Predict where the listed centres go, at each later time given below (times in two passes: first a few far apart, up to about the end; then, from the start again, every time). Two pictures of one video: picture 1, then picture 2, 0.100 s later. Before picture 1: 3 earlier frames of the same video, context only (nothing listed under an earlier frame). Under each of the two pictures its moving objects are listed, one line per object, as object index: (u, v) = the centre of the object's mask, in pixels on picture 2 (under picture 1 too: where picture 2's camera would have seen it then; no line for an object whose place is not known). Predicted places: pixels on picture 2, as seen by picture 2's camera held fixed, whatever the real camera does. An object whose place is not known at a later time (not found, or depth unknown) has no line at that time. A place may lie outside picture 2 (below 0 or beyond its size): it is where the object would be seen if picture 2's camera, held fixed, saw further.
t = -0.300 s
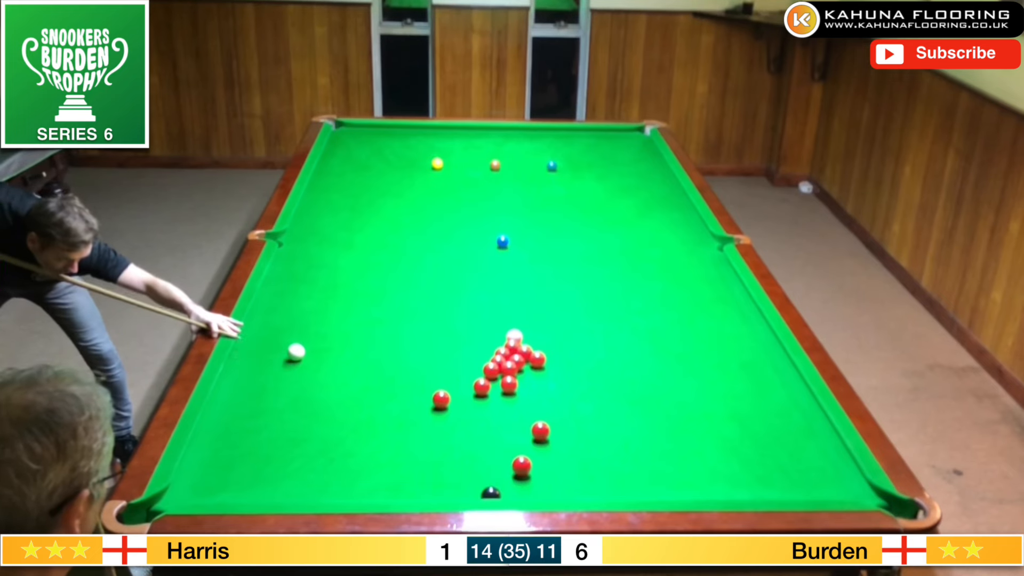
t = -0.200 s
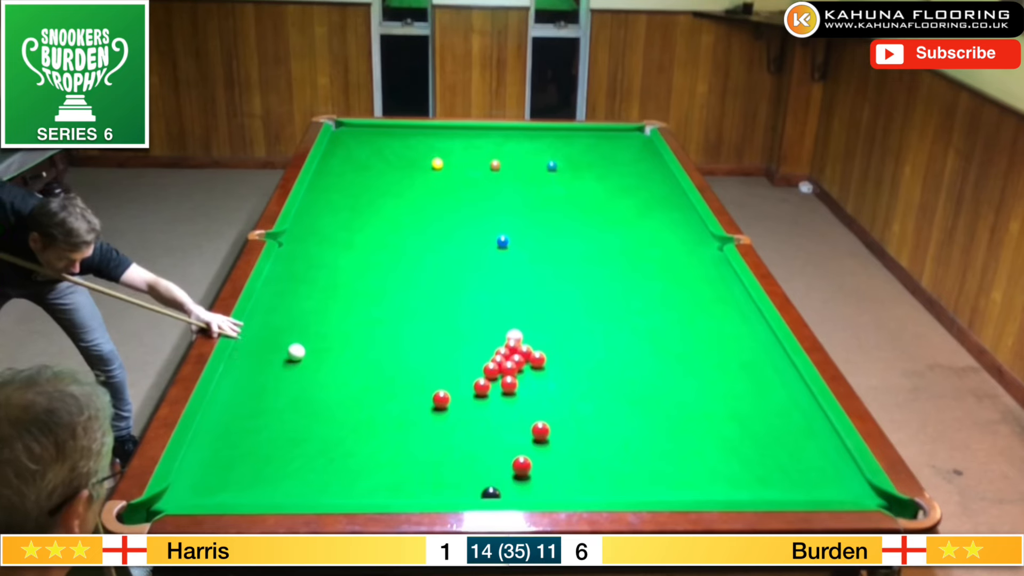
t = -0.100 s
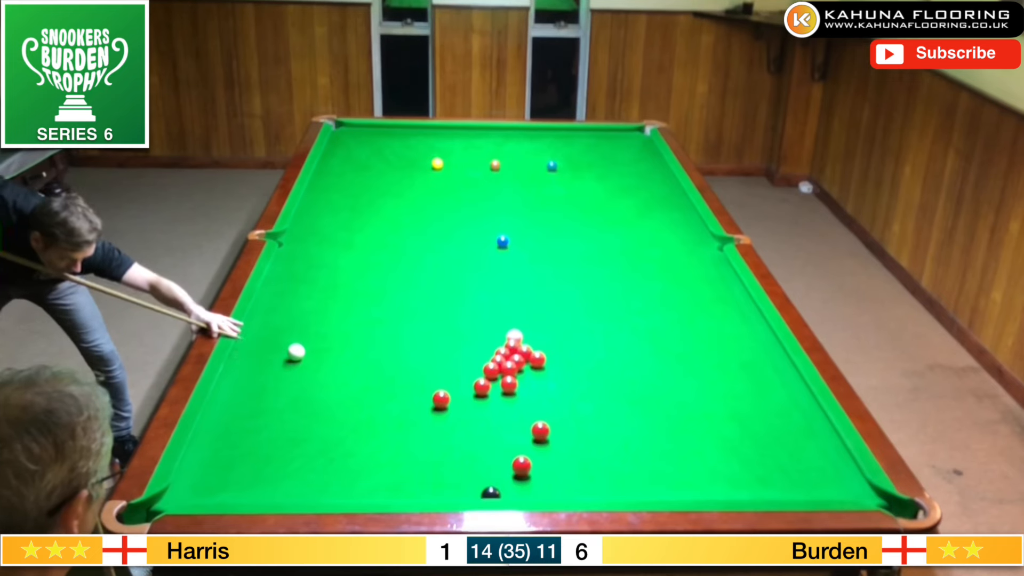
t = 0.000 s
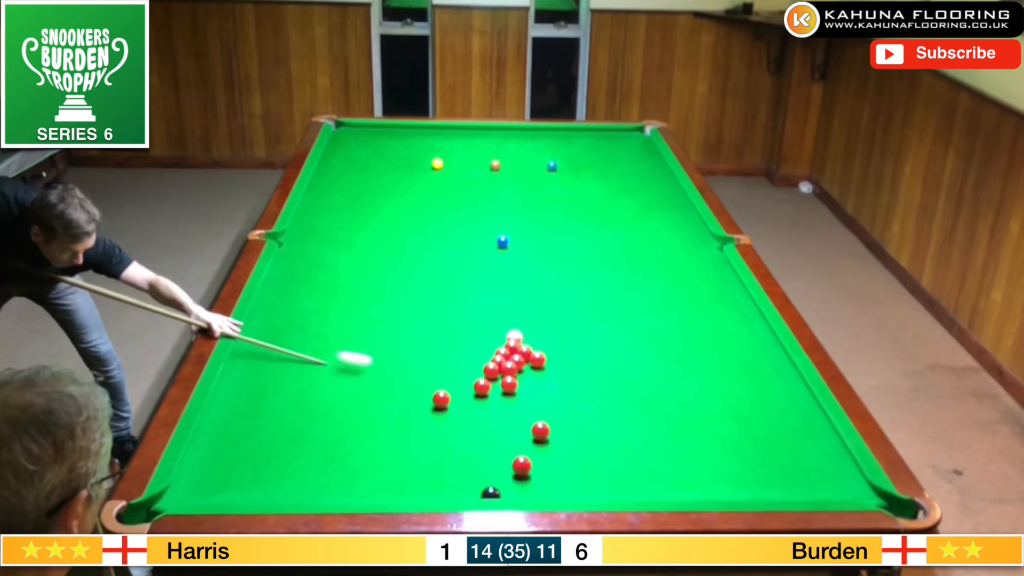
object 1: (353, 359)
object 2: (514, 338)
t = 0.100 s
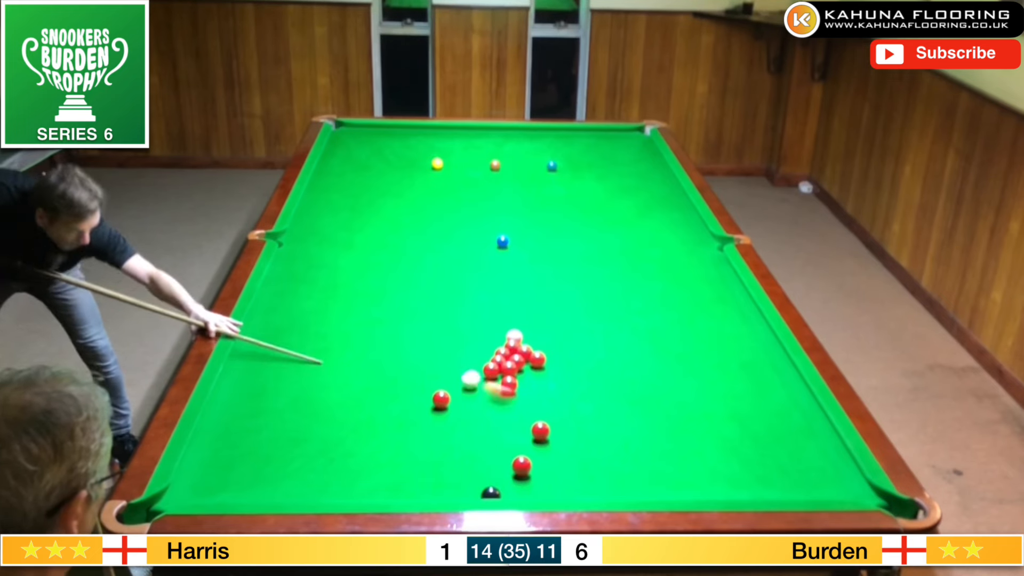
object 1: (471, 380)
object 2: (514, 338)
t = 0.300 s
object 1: (461, 369)
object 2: (514, 332)
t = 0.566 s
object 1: (406, 353)
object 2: (514, 326)
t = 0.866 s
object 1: (347, 337)
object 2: (514, 319)
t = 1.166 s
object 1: (293, 322)
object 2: (513, 313)
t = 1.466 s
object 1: (269, 309)
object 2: (513, 309)
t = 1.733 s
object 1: (298, 302)
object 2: (513, 307)
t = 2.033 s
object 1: (327, 294)
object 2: (513, 305)
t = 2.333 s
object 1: (352, 288)
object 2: (514, 305)
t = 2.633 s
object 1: (374, 283)
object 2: (514, 305)
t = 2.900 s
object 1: (391, 279)
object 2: (514, 305)
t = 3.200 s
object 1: (408, 275)
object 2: (514, 305)
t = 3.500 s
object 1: (421, 272)
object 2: (514, 305)
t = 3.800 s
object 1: (432, 269)
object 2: (514, 305)
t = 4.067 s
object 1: (440, 268)
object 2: (514, 305)
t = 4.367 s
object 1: (447, 267)
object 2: (514, 305)
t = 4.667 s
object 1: (452, 266)
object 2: (514, 305)
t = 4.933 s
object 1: (454, 266)
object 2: (514, 305)
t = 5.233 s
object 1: (455, 266)
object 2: (514, 305)
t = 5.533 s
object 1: (455, 266)
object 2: (514, 305)
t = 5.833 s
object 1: (455, 265)
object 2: (514, 305)
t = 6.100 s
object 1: (455, 266)
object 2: (514, 305)
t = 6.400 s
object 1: (455, 265)
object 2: (514, 305)
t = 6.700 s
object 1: (455, 265)
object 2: (514, 305)
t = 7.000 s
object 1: (455, 265)
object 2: (514, 305)
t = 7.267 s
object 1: (455, 265)
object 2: (514, 305)
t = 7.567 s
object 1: (455, 266)
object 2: (514, 305)
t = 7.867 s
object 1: (455, 266)
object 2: (514, 305)
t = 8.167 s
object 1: (455, 266)
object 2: (514, 305)
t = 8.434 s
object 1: (455, 265)
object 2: (514, 305)
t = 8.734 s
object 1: (455, 265)
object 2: (514, 305)
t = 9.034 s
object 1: (455, 266)
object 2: (514, 305)
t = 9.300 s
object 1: (455, 266)
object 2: (514, 305)
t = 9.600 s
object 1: (455, 265)
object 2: (514, 305)
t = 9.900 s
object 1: (455, 265)
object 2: (514, 305)
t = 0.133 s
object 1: (477, 377)
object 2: (514, 338)
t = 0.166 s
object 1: (476, 375)
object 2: (514, 338)
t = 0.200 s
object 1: (474, 374)
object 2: (515, 337)
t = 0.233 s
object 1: (471, 372)
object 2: (515, 336)
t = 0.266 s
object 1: (466, 371)
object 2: (514, 333)
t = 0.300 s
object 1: (461, 369)
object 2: (514, 332)
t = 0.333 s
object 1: (456, 367)
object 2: (514, 332)
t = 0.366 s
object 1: (449, 365)
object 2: (514, 332)
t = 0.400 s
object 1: (442, 363)
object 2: (514, 331)
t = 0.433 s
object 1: (435, 362)
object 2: (514, 330)
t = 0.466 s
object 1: (428, 359)
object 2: (514, 329)
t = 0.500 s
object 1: (420, 357)
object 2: (514, 328)
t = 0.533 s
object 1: (413, 355)
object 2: (514, 327)
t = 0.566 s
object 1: (406, 353)
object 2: (514, 326)
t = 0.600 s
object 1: (399, 352)
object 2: (514, 325)
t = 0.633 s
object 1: (393, 350)
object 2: (514, 325)
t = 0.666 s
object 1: (386, 348)
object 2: (514, 324)
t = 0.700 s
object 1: (379, 346)
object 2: (514, 323)
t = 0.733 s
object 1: (373, 344)
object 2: (514, 322)
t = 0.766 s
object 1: (366, 343)
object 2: (514, 321)
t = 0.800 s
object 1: (359, 341)
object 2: (514, 320)
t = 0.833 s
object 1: (353, 339)
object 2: (514, 320)
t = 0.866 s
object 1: (347, 337)
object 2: (514, 319)
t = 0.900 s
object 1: (341, 335)
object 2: (514, 318)
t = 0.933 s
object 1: (334, 334)
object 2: (514, 317)
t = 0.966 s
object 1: (328, 332)
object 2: (514, 317)
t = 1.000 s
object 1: (322, 330)
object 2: (514, 316)
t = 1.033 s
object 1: (316, 328)
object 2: (514, 316)
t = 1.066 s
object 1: (310, 327)
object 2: (513, 315)
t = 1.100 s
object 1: (305, 325)
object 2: (513, 314)
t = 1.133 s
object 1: (299, 323)
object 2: (513, 314)
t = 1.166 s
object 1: (293, 322)
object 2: (513, 313)
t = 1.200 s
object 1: (287, 320)
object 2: (513, 313)
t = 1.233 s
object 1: (282, 319)
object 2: (513, 312)
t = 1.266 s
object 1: (277, 317)
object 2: (513, 312)
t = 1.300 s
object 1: (271, 315)
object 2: (513, 311)
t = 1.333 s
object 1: (266, 314)
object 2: (513, 311)
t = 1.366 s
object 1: (260, 313)
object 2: (513, 310)
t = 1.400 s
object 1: (259, 311)
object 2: (513, 310)
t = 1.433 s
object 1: (264, 310)
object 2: (513, 310)
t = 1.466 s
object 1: (269, 309)
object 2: (513, 309)
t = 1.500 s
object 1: (272, 308)
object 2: (513, 309)
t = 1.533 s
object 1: (276, 307)
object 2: (513, 309)
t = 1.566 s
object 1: (280, 306)
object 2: (513, 308)
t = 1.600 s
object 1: (284, 305)
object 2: (513, 308)
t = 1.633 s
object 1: (287, 304)
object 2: (513, 308)
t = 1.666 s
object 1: (291, 304)
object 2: (513, 307)
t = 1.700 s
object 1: (294, 303)
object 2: (513, 307)
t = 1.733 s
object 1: (298, 302)
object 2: (513, 307)
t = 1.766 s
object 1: (302, 301)
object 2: (513, 306)
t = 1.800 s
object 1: (305, 300)
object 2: (513, 306)
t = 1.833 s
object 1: (308, 299)
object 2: (513, 306)
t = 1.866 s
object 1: (311, 298)
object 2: (513, 306)
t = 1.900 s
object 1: (315, 298)
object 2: (513, 306)
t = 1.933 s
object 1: (318, 297)
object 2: (513, 306)
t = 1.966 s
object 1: (321, 296)
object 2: (513, 306)
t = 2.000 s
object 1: (324, 295)
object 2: (513, 306)
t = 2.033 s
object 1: (327, 294)
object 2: (513, 305)
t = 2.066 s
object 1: (330, 294)
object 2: (513, 305)
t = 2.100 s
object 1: (333, 293)
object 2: (514, 305)
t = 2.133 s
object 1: (336, 292)
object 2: (514, 305)
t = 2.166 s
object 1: (339, 291)
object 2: (514, 305)
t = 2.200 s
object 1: (342, 291)
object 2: (514, 305)
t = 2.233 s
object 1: (344, 290)
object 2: (514, 305)
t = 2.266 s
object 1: (347, 289)
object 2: (514, 305)
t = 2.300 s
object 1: (350, 289)
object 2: (514, 305)
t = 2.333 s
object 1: (352, 288)
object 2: (514, 305)
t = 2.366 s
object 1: (355, 287)
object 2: (514, 305)
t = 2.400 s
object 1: (357, 287)
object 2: (514, 305)
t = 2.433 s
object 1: (360, 286)
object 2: (514, 305)
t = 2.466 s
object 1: (362, 285)
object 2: (514, 305)
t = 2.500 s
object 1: (365, 285)
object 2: (514, 305)
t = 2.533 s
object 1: (367, 284)
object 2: (514, 305)
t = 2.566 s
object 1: (370, 284)
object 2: (514, 305)
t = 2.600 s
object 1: (372, 283)
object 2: (514, 305)
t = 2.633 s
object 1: (374, 283)
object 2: (514, 305)
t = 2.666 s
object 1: (376, 282)
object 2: (514, 305)
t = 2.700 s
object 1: (379, 282)
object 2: (514, 305)
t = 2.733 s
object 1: (381, 281)
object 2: (514, 305)
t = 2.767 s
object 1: (383, 280)
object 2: (514, 305)
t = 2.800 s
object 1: (385, 280)
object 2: (514, 305)
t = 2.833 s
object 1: (387, 279)
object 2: (514, 305)
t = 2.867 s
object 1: (389, 279)
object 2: (514, 305)
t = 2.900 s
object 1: (391, 279)
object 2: (514, 305)
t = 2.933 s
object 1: (393, 278)
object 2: (514, 305)
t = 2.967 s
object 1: (395, 278)
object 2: (514, 305)
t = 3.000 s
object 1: (397, 277)
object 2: (514, 305)
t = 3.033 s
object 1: (399, 277)
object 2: (514, 305)
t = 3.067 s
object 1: (401, 277)
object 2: (514, 305)
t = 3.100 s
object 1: (403, 276)
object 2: (514, 305)
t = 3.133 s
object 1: (404, 276)
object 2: (514, 305)
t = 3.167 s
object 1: (406, 275)
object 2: (514, 305)
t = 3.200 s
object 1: (408, 275)
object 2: (514, 305)
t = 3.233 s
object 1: (409, 275)
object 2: (514, 305)
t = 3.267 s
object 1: (411, 274)
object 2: (514, 305)
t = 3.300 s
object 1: (412, 274)
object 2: (514, 305)
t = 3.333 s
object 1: (414, 274)
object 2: (514, 305)
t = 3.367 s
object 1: (415, 273)
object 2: (514, 305)
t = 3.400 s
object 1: (417, 273)
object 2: (514, 305)
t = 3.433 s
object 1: (418, 273)
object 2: (514, 305)
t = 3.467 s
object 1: (420, 272)
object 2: (514, 305)
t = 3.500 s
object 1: (421, 272)
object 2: (514, 305)
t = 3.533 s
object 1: (422, 272)
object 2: (514, 305)
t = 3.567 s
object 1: (424, 271)
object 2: (514, 305)
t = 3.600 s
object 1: (425, 271)
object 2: (514, 305)
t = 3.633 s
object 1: (426, 271)
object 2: (514, 305)
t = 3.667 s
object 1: (428, 270)
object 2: (514, 305)
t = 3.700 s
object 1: (429, 270)
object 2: (514, 305)
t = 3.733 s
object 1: (430, 270)
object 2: (514, 305)
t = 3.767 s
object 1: (431, 270)
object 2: (514, 305)
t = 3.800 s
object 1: (432, 269)
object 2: (514, 305)
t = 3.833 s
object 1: (433, 269)
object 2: (514, 305)
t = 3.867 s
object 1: (434, 269)
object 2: (514, 305)
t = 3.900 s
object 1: (435, 269)
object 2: (514, 305)
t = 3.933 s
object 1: (436, 269)
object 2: (514, 305)
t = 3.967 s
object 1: (437, 268)
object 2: (514, 305)
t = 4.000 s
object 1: (438, 268)
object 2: (514, 305)
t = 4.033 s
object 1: (439, 268)
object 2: (514, 305)
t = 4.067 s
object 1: (440, 268)
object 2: (514, 305)
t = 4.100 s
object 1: (441, 268)
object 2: (514, 305)
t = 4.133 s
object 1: (442, 268)
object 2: (514, 305)
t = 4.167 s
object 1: (443, 267)
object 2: (514, 305)
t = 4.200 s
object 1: (443, 267)
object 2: (514, 305)
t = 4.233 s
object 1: (444, 267)
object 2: (514, 305)
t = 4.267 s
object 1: (445, 267)
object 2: (514, 305)
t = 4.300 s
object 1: (446, 267)
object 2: (514, 305)
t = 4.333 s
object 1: (446, 267)
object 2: (514, 305)
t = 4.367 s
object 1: (447, 267)
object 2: (514, 305)
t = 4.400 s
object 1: (448, 267)
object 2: (514, 305)
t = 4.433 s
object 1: (448, 266)
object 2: (514, 305)
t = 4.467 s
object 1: (449, 266)
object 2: (514, 305)
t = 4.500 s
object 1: (449, 266)
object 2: (514, 306)
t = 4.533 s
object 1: (450, 266)
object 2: (514, 305)
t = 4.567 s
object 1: (450, 266)
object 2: (514, 305)
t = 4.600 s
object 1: (451, 266)
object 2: (514, 305)
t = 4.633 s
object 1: (451, 266)
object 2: (514, 305)
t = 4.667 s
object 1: (452, 266)
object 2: (514, 305)
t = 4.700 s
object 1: (452, 266)
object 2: (514, 305)
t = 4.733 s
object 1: (452, 266)
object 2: (514, 305)
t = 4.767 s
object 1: (453, 266)
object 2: (514, 305)
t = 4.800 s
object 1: (453, 266)
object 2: (514, 305)
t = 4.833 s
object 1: (454, 266)
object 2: (514, 305)
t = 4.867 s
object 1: (454, 266)
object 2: (514, 305)
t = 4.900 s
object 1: (454, 266)
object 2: (514, 305)
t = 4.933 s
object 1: (454, 266)
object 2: (514, 305)
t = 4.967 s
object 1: (455, 266)
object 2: (514, 305)
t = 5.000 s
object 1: (455, 266)
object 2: (514, 305)
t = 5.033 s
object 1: (455, 265)
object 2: (514, 305)
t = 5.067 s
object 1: (455, 265)
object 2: (514, 305)
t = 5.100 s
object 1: (455, 266)
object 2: (514, 305)
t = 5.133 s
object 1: (455, 266)
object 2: (514, 305)
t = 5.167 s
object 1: (455, 266)
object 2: (514, 305)
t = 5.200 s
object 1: (455, 266)
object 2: (514, 305)
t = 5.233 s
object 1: (455, 266)
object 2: (514, 305)
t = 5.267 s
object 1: (455, 266)
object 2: (514, 305)
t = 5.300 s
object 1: (455, 266)
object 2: (514, 305)
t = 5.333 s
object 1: (455, 266)
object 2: (514, 305)
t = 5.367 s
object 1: (455, 266)
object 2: (514, 305)
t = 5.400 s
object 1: (455, 266)
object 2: (514, 305)
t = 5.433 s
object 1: (455, 266)
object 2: (514, 305)
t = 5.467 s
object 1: (455, 266)
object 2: (514, 305)
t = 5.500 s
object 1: (455, 266)
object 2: (514, 305)
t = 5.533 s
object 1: (455, 266)
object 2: (514, 305)
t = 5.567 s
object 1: (455, 266)
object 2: (514, 305)
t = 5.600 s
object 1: (455, 266)
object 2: (514, 305)
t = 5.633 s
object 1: (455, 265)
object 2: (514, 305)
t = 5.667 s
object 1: (455, 265)
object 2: (514, 305)
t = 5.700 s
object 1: (455, 265)
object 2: (514, 305)
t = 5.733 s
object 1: (455, 265)
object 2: (514, 305)
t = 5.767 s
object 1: (455, 265)
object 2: (514, 305)
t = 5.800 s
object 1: (455, 265)
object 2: (514, 305)
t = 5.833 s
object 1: (455, 265)
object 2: (514, 305)
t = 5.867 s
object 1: (455, 266)
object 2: (514, 305)
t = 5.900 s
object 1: (455, 265)
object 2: (514, 305)
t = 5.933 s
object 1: (455, 265)
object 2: (514, 305)
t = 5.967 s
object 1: (455, 266)
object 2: (514, 305)
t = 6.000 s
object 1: (455, 265)
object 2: (514, 305)
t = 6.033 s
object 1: (455, 265)
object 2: (514, 305)
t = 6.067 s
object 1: (455, 265)
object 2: (514, 305)
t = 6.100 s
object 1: (455, 266)
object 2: (514, 305)
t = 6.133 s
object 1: (455, 265)
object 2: (514, 305)
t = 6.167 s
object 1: (455, 265)
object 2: (514, 305)
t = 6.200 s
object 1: (455, 266)
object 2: (514, 305)
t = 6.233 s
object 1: (455, 265)
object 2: (514, 305)
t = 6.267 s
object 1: (455, 266)
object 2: (514, 305)
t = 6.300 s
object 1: (455, 266)
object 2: (514, 305)
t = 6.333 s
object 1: (455, 266)
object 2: (514, 305)
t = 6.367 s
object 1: (455, 265)
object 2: (514, 305)
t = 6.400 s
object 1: (455, 265)
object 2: (514, 305)
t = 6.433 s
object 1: (455, 265)
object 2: (514, 305)
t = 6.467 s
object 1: (455, 266)
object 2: (514, 305)
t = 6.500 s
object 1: (455, 265)
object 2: (514, 305)
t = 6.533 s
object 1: (455, 265)
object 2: (514, 305)
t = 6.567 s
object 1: (455, 265)
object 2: (514, 305)
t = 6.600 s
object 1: (455, 266)
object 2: (514, 305)
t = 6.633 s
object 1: (455, 265)
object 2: (514, 305)
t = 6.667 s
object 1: (455, 266)
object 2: (514, 305)
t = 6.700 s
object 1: (455, 265)
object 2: (514, 305)
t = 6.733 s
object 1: (455, 265)
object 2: (514, 305)
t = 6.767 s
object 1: (455, 265)
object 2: (514, 305)
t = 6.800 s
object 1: (455, 265)
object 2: (514, 305)
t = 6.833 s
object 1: (455, 265)
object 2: (514, 305)
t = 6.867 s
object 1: (455, 266)
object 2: (514, 305)
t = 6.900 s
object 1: (455, 265)
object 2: (514, 305)
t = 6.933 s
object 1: (455, 266)
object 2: (514, 305)
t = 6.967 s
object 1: (455, 266)
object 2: (514, 305)
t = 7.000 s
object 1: (455, 265)
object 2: (514, 305)
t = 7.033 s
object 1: (455, 266)
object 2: (514, 305)
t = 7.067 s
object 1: (455, 265)
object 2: (514, 305)
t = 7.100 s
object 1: (455, 265)
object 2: (514, 305)
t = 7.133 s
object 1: (455, 266)
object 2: (514, 305)
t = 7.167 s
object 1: (455, 266)
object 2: (514, 305)
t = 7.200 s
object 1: (455, 265)
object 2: (514, 305)
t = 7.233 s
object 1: (455, 266)
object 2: (514, 305)
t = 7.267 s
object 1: (455, 265)
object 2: (514, 305)
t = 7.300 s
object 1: (455, 265)
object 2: (514, 305)
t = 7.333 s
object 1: (455, 266)
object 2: (514, 305)
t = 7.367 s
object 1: (455, 265)
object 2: (514, 305)
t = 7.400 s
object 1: (455, 266)
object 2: (514, 305)
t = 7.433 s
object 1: (455, 265)
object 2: (514, 305)
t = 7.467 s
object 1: (455, 266)
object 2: (514, 305)
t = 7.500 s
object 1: (455, 266)
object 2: (514, 305)
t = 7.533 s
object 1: (455, 266)
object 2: (514, 305)
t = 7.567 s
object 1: (455, 266)
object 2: (514, 305)
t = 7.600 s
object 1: (455, 266)
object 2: (514, 305)
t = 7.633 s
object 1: (455, 266)
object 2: (514, 305)
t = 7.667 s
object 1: (455, 266)
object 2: (514, 305)
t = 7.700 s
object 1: (455, 266)
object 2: (514, 305)
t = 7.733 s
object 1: (455, 266)
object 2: (514, 305)
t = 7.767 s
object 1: (455, 266)
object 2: (514, 305)
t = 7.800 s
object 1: (455, 266)
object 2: (514, 305)
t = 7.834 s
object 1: (455, 266)
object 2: (514, 305)
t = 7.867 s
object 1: (455, 266)
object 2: (514, 305)
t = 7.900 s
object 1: (455, 266)
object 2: (514, 305)
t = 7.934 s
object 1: (455, 266)
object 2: (514, 305)
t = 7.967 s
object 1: (455, 266)
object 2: (514, 305)
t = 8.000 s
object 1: (455, 266)
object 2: (514, 305)
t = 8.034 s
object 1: (455, 266)
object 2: (514, 305)
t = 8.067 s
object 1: (455, 266)
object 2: (514, 305)
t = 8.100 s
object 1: (455, 266)
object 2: (514, 305)
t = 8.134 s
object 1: (455, 266)
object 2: (514, 305)
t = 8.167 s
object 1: (455, 266)
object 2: (514, 305)
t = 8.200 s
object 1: (455, 266)
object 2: (514, 305)
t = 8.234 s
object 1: (455, 266)
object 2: (514, 305)
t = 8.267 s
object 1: (455, 266)
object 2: (514, 305)
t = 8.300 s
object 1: (455, 266)
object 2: (514, 305)
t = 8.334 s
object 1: (455, 266)
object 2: (514, 305)
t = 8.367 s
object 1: (455, 265)
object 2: (514, 305)
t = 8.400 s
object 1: (455, 265)
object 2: (514, 305)
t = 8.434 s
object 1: (455, 265)
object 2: (514, 305)
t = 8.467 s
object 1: (455, 265)
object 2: (514, 305)
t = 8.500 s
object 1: (455, 265)
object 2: (514, 305)
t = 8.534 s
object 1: (455, 265)
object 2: (514, 305)
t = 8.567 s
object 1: (455, 265)
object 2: (514, 305)
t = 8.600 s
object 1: (455, 265)
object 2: (514, 305)
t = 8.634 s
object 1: (455, 265)
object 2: (514, 305)
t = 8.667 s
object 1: (455, 265)
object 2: (514, 305)
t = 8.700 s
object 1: (455, 265)
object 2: (514, 305)
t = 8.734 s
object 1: (455, 265)
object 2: (514, 305)
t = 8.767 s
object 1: (455, 265)
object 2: (514, 305)
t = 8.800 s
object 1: (455, 266)
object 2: (514, 305)
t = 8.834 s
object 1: (455, 265)
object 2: (514, 305)
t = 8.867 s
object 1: (455, 265)
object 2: (514, 305)
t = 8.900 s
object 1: (455, 266)
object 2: (514, 305)
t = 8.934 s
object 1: (455, 265)
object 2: (514, 305)
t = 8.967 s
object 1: (455, 265)
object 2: (514, 305)
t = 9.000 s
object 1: (455, 265)
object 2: (514, 305)
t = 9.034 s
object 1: (455, 266)
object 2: (514, 305)
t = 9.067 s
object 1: (455, 265)
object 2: (514, 305)
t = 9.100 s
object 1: (455, 265)
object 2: (514, 305)
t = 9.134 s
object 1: (455, 265)
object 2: (514, 305)
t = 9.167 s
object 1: (455, 265)
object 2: (514, 305)
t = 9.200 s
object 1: (455, 265)
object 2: (514, 305)
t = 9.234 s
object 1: (455, 265)
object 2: (514, 305)
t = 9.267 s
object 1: (455, 265)
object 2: (514, 305)
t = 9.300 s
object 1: (455, 266)
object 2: (514, 305)
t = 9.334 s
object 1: (455, 265)
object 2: (514, 305)
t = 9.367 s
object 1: (455, 265)
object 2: (514, 305)
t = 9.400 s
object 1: (455, 265)
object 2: (514, 305)
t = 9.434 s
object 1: (455, 265)
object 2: (514, 305)
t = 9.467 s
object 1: (455, 265)
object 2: (514, 305)
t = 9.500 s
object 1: (455, 265)
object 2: (514, 305)
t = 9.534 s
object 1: (455, 266)
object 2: (514, 305)
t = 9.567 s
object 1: (455, 265)
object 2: (514, 305)
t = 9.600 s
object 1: (455, 265)
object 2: (514, 305)
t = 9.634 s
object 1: (455, 266)
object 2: (514, 305)
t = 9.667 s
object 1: (455, 265)
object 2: (514, 305)
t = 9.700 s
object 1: (455, 265)
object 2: (514, 305)
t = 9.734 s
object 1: (455, 265)
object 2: (514, 305)
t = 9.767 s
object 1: (455, 266)
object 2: (514, 305)
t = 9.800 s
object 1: (455, 265)
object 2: (514, 305)
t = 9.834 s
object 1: (455, 265)
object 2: (514, 305)
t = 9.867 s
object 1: (455, 266)
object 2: (514, 305)
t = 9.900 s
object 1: (455, 265)
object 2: (514, 305)
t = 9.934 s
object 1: (455, 266)
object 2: (514, 305)
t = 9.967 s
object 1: (455, 265)
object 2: (514, 305)
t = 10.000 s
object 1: (455, 265)
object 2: (514, 305)
